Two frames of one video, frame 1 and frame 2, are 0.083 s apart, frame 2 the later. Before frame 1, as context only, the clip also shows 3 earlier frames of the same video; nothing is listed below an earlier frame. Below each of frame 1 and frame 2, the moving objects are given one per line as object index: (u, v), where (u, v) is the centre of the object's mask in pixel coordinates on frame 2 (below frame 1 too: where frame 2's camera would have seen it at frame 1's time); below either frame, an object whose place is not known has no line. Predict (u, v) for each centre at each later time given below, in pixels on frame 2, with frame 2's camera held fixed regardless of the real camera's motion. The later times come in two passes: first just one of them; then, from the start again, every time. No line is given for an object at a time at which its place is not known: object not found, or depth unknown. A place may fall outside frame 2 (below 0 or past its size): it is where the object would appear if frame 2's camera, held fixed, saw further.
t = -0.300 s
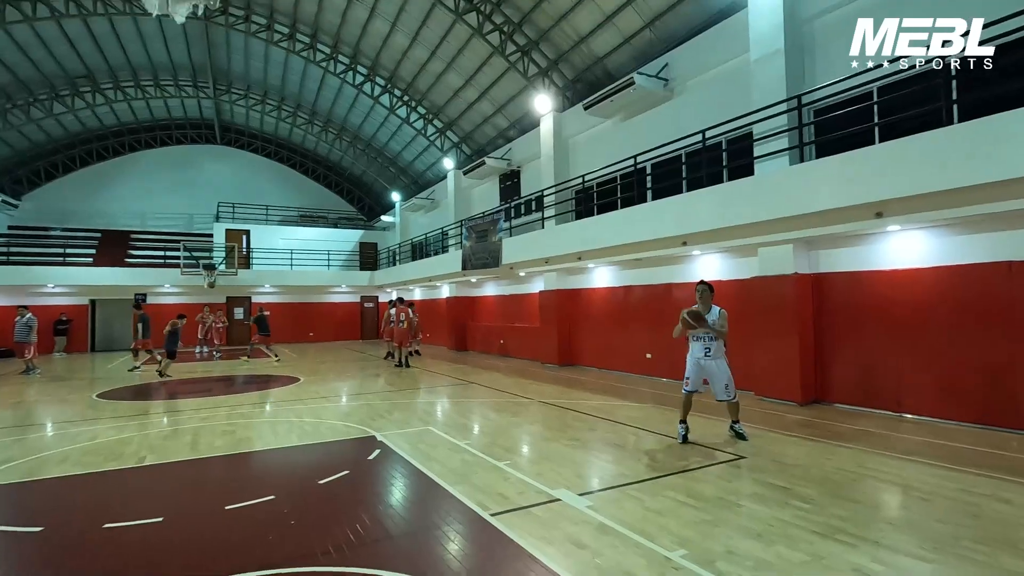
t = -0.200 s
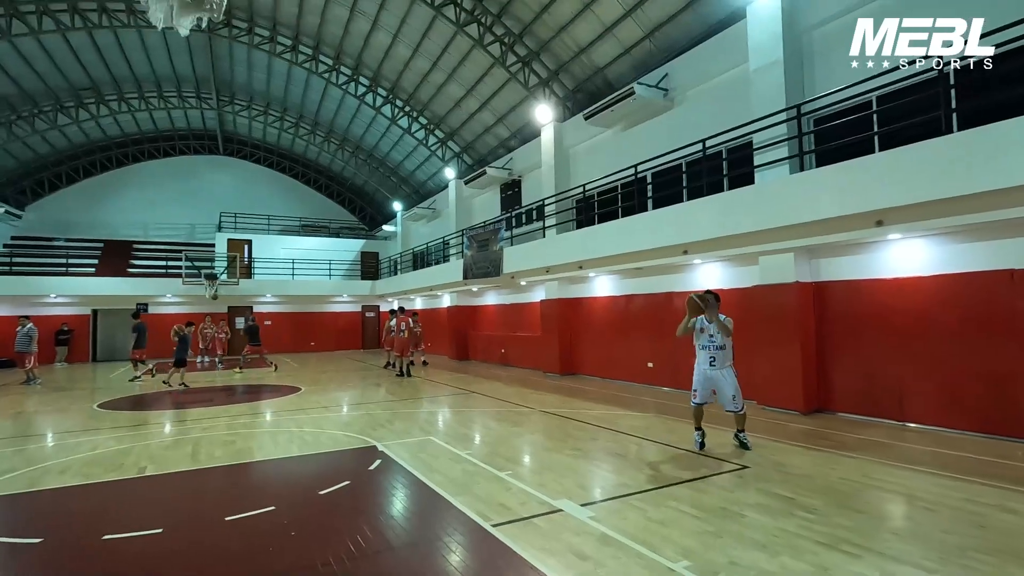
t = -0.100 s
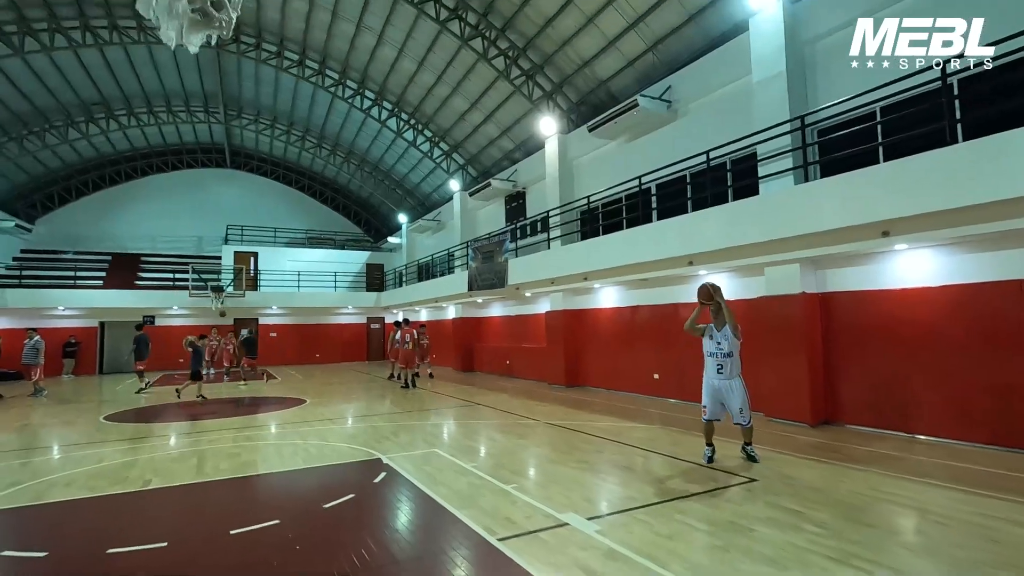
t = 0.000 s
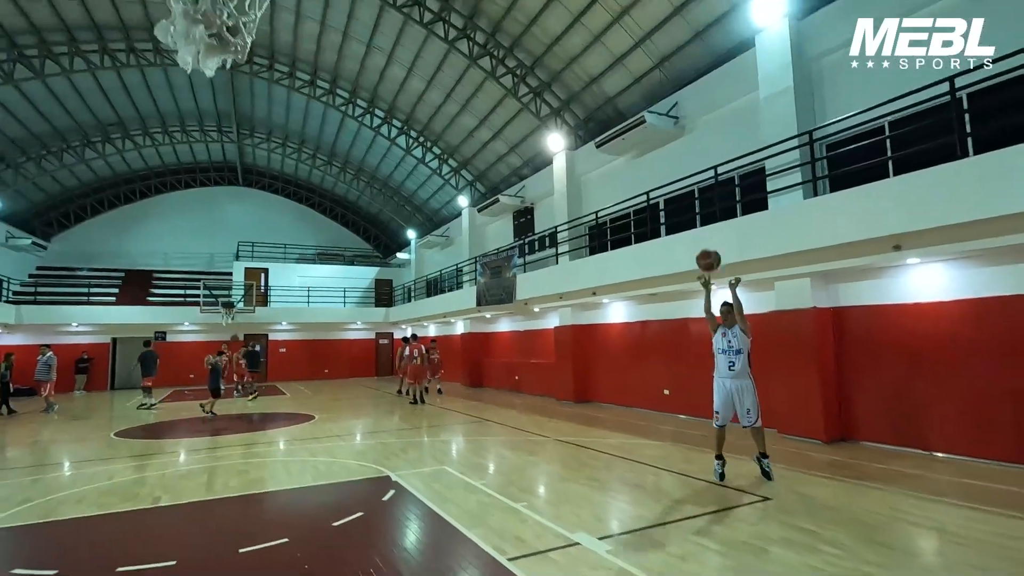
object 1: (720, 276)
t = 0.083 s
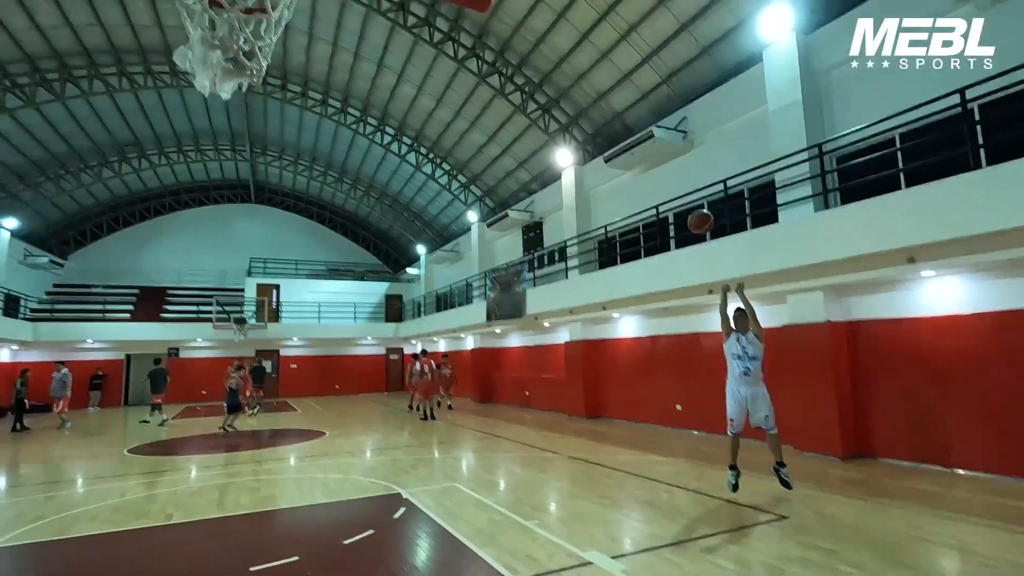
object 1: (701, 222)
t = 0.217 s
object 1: (670, 146)
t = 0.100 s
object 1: (697, 212)
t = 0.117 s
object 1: (693, 202)
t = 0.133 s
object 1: (689, 192)
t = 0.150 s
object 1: (686, 182)
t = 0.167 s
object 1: (682, 173)
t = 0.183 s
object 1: (677, 163)
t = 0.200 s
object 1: (674, 154)
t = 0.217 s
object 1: (670, 146)
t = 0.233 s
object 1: (666, 137)
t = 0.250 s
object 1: (662, 129)
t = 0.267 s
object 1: (659, 121)
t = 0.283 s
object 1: (654, 113)
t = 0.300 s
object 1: (650, 105)
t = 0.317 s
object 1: (646, 96)
